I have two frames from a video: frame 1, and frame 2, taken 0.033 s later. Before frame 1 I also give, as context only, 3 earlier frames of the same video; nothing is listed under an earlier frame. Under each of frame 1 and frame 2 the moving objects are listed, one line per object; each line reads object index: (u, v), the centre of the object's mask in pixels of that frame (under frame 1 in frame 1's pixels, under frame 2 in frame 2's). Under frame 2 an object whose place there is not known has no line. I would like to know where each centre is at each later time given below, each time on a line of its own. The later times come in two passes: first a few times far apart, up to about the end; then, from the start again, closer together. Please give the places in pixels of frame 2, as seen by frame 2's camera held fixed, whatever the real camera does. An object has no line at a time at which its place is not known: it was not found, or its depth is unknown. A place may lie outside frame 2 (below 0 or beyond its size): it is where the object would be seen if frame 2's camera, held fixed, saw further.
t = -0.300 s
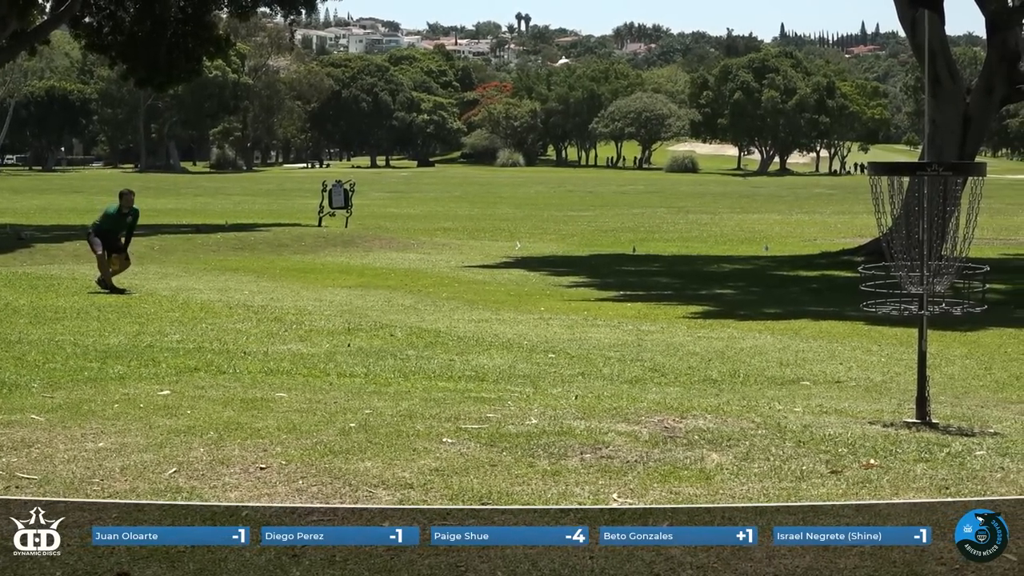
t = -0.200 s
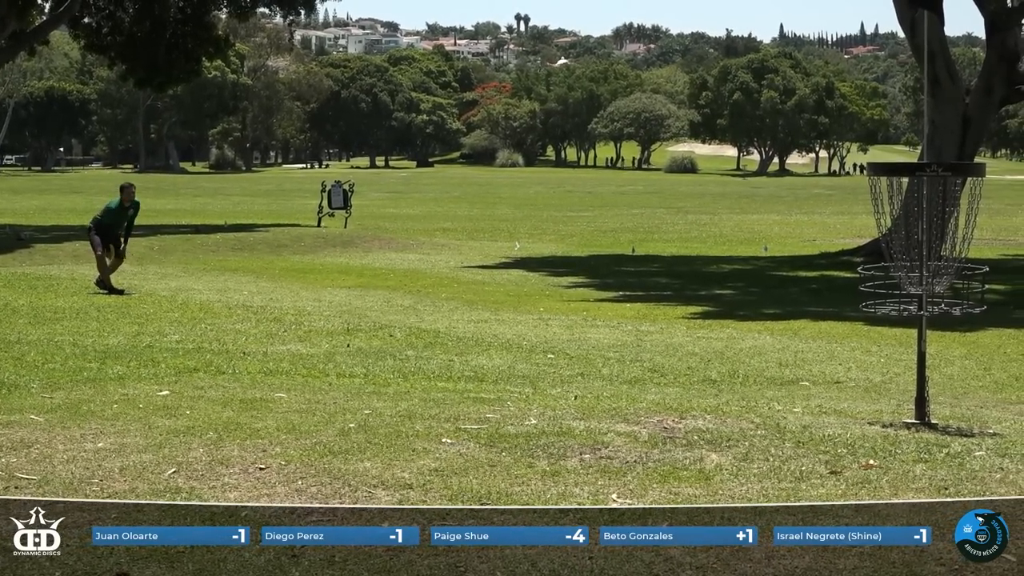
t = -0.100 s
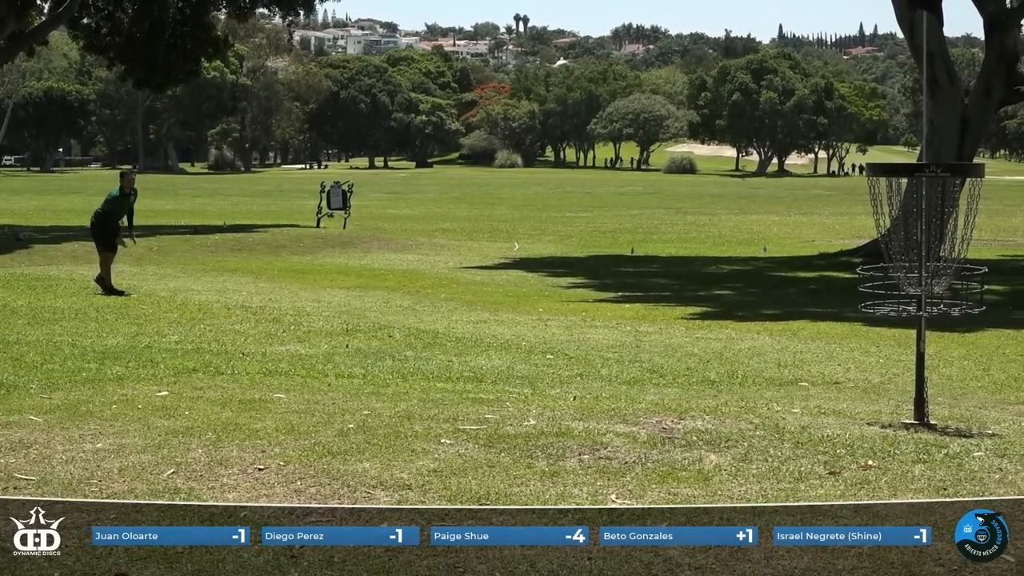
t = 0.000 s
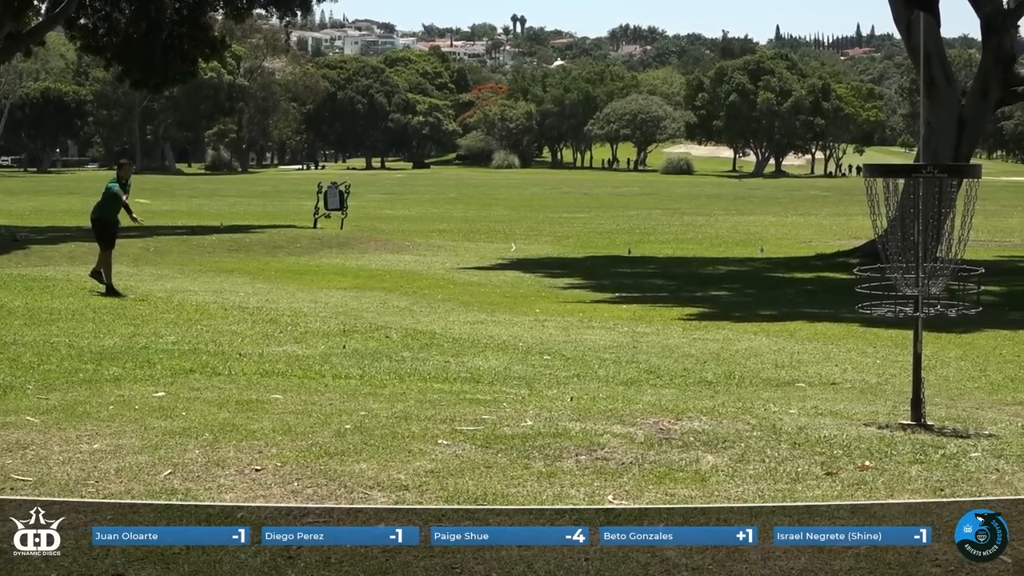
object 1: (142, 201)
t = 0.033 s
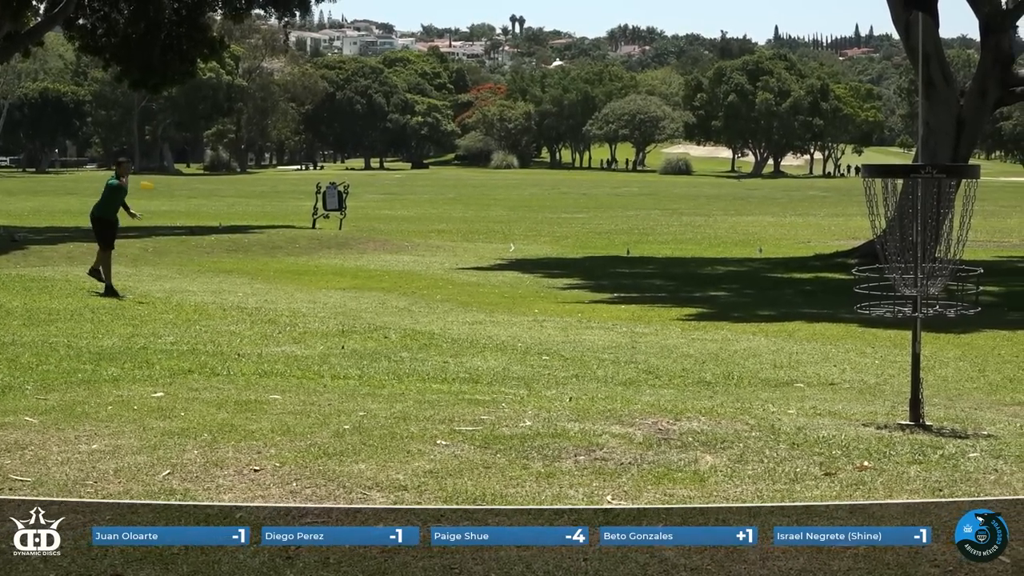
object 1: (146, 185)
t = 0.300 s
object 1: (193, 100)
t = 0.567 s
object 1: (250, 78)
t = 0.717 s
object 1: (290, 87)
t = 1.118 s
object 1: (446, 169)
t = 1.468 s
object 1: (695, 326)
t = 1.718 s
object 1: (919, 408)
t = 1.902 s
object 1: (1027, 418)
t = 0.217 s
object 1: (178, 119)
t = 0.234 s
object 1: (181, 115)
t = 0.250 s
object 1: (184, 111)
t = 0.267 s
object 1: (186, 107)
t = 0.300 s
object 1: (193, 100)
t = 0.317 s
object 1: (196, 97)
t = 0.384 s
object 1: (209, 87)
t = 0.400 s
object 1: (213, 85)
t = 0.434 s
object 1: (220, 82)
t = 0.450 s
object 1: (224, 81)
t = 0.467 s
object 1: (227, 80)
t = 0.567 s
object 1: (250, 78)
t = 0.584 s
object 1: (254, 78)
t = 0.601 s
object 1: (258, 78)
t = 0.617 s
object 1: (262, 79)
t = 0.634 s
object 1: (268, 80)
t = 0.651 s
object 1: (273, 81)
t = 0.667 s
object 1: (277, 82)
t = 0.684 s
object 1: (281, 83)
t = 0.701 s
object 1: (285, 85)
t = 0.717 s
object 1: (290, 87)
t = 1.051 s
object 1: (413, 150)
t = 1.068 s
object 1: (421, 155)
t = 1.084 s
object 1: (429, 160)
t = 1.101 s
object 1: (437, 164)
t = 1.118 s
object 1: (446, 169)
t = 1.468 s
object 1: (695, 326)
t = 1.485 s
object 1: (711, 336)
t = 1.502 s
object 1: (728, 347)
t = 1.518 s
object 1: (745, 357)
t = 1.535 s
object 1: (763, 368)
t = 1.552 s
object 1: (782, 380)
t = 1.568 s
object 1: (800, 391)
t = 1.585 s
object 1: (819, 403)
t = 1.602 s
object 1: (839, 416)
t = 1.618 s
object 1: (857, 424)
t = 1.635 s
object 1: (871, 425)
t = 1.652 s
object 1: (880, 421)
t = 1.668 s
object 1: (889, 417)
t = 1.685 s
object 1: (899, 414)
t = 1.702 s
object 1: (909, 411)
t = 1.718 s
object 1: (919, 408)
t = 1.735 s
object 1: (929, 406)
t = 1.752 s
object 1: (939, 405)
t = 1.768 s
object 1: (949, 404)
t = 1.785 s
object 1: (959, 404)
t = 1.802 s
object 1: (969, 404)
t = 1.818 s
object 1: (979, 405)
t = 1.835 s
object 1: (990, 406)
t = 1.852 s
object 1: (1001, 408)
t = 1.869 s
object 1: (1012, 411)
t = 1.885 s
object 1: (1021, 415)
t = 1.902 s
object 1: (1027, 418)
